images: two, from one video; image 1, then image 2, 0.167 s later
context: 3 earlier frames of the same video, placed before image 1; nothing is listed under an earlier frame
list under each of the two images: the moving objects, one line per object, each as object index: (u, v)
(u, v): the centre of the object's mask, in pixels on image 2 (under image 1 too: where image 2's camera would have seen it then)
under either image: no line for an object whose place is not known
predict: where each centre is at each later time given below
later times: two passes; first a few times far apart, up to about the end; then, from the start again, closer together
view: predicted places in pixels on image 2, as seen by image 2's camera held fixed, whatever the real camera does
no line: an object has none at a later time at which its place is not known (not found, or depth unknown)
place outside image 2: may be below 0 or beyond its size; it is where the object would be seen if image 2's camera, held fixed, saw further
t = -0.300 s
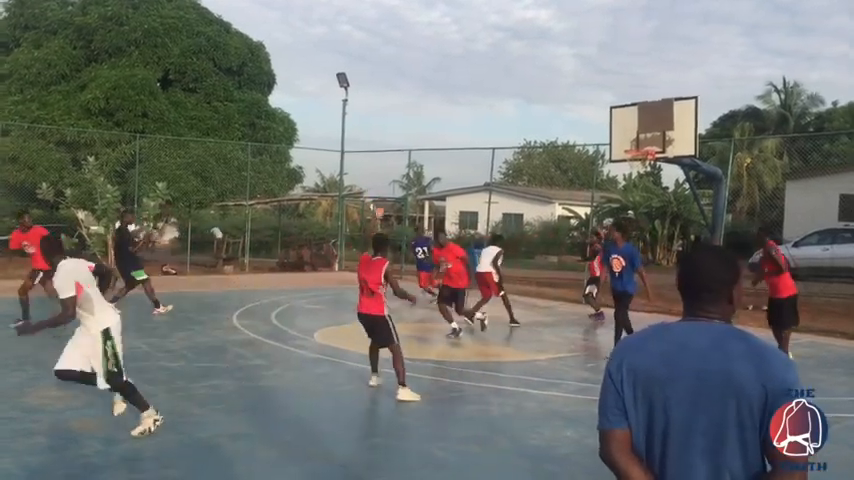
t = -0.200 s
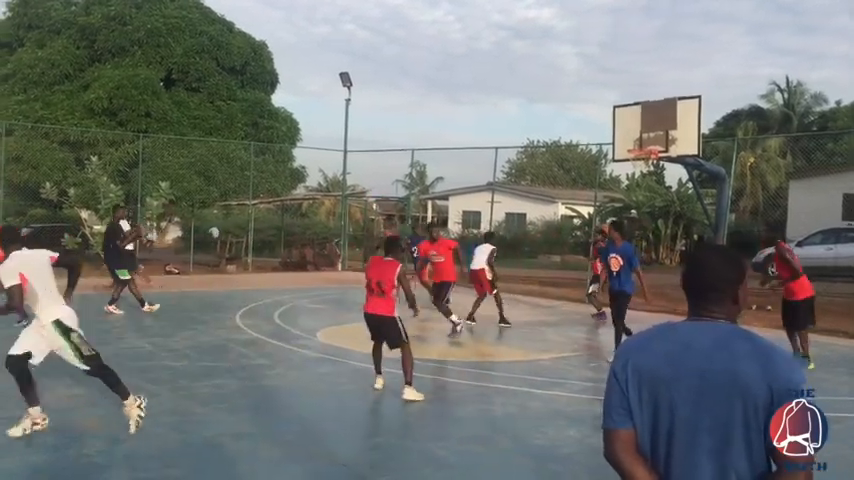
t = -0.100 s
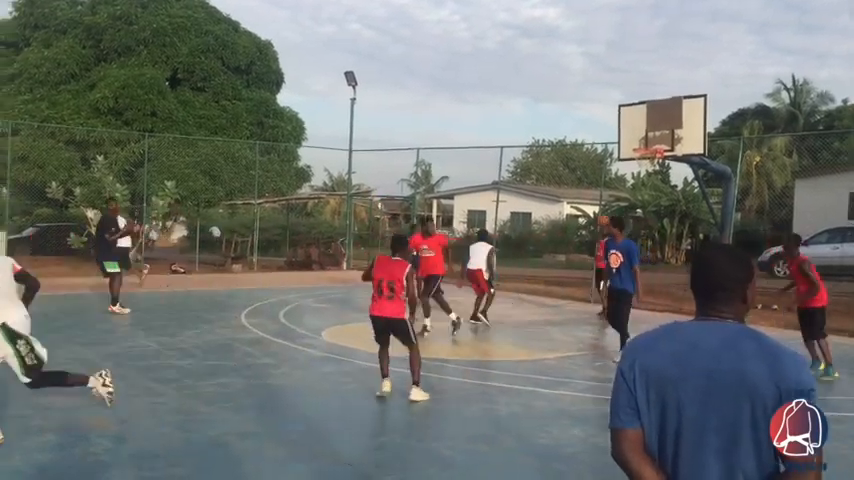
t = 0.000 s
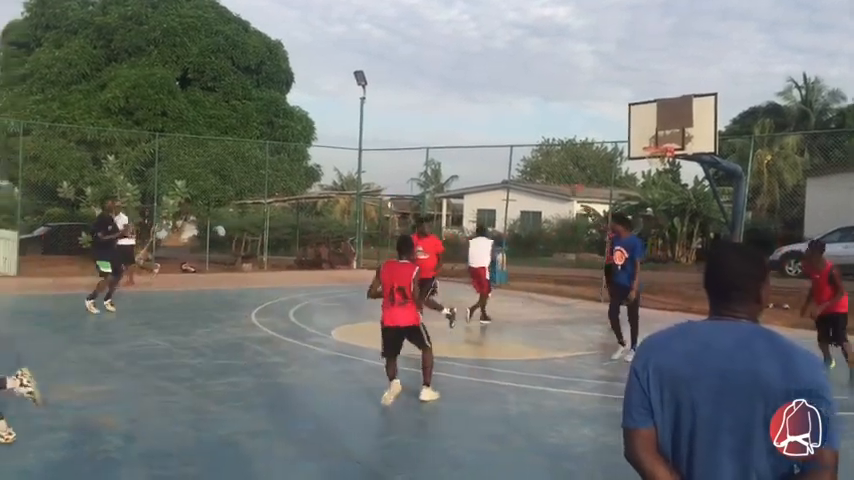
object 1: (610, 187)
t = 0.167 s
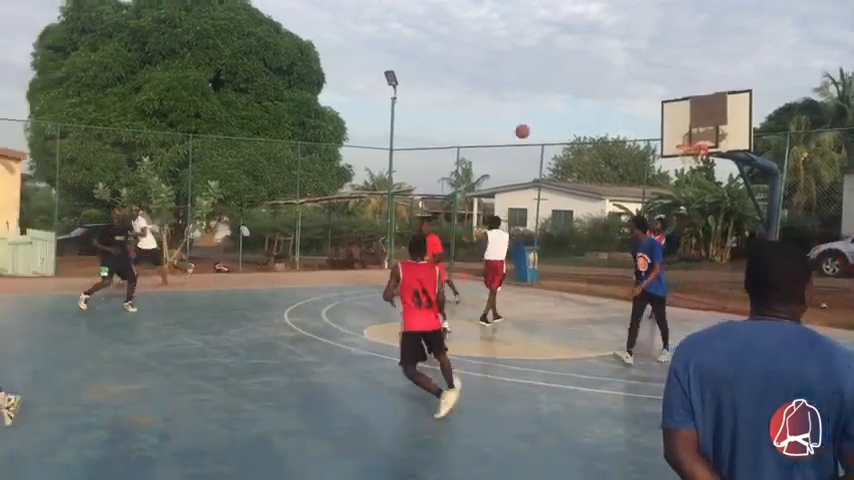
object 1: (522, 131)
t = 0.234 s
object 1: (484, 110)
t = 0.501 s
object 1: (308, 34)
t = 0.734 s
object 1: (110, -10)
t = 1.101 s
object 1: (-340, -20)
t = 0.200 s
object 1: (503, 120)
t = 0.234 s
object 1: (484, 110)
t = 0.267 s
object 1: (464, 99)
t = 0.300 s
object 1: (444, 89)
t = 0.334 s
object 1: (423, 79)
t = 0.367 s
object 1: (402, 70)
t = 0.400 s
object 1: (379, 60)
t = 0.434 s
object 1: (356, 51)
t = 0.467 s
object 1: (332, 43)
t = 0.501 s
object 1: (308, 34)
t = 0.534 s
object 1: (283, 27)
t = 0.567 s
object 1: (257, 20)
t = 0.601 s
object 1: (229, 11)
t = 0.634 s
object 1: (202, 5)
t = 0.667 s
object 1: (171, -1)
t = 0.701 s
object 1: (141, -5)
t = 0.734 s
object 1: (110, -10)
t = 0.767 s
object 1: (77, -15)
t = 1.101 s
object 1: (-340, -20)
